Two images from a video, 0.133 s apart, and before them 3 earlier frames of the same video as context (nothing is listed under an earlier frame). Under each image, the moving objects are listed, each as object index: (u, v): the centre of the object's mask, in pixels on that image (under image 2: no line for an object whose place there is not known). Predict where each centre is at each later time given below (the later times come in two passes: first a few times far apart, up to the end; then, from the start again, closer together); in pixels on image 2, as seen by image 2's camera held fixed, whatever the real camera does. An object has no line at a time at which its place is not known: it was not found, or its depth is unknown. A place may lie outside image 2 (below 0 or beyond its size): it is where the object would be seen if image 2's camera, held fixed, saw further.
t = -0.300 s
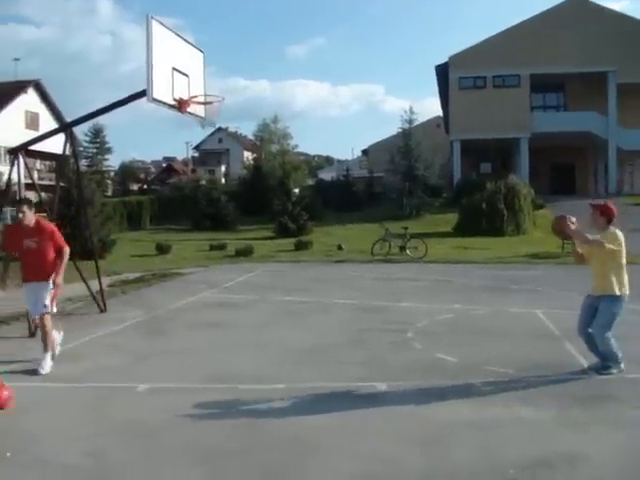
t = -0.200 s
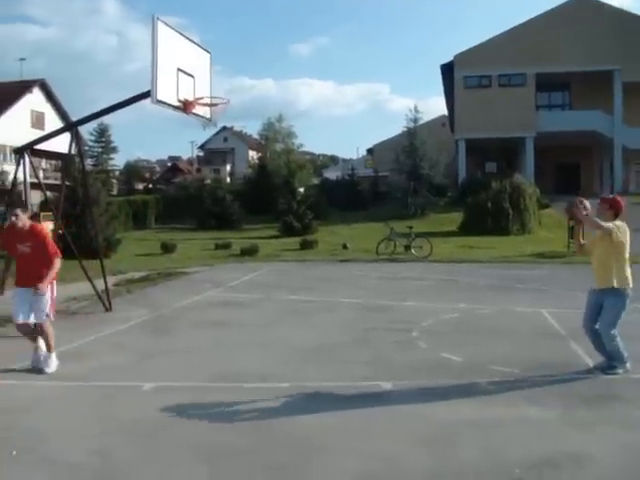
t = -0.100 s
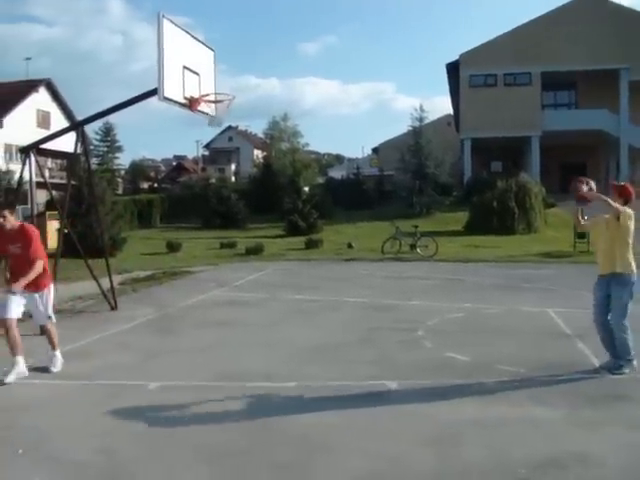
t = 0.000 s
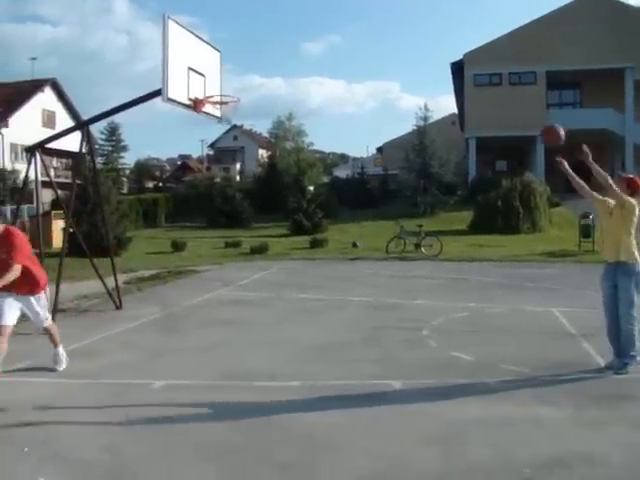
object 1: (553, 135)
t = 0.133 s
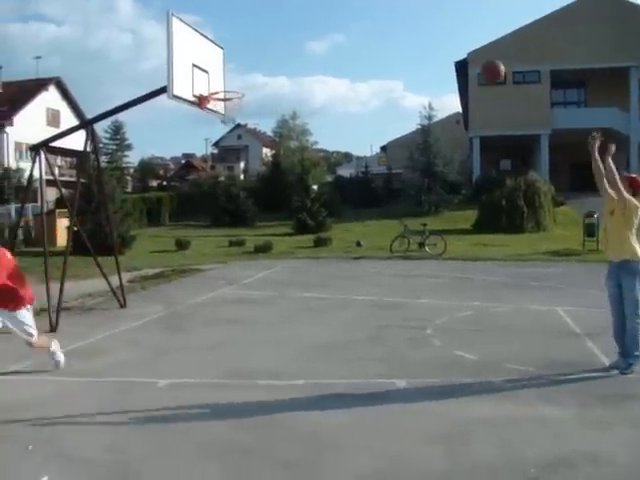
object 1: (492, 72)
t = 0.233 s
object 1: (447, 39)
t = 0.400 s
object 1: (381, 9)
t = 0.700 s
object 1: (282, 18)
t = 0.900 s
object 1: (227, 61)
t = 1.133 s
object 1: (245, 84)
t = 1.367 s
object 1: (290, 68)
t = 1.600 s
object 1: (336, 93)
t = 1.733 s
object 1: (362, 126)
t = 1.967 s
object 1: (408, 215)
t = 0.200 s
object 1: (462, 48)
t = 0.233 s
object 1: (447, 39)
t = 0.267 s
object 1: (433, 30)
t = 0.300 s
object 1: (419, 24)
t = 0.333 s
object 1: (406, 18)
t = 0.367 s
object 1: (394, 13)
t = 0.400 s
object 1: (381, 9)
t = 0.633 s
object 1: (302, 10)
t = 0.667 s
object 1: (292, 14)
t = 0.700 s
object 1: (282, 18)
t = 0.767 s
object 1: (262, 30)
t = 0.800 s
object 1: (253, 37)
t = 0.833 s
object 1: (244, 44)
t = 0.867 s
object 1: (235, 52)
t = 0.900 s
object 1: (227, 61)
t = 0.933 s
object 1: (218, 70)
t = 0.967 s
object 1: (209, 81)
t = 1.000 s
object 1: (213, 87)
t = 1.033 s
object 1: (221, 86)
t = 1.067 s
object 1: (230, 86)
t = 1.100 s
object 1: (239, 87)
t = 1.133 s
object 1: (245, 84)
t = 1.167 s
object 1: (251, 79)
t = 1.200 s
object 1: (257, 75)
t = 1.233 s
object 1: (264, 72)
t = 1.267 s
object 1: (271, 69)
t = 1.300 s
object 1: (277, 68)
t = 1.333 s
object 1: (284, 68)
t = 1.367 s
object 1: (290, 68)
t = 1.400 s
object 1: (297, 68)
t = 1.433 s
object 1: (303, 71)
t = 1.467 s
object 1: (309, 73)
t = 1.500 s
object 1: (316, 77)
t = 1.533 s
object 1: (322, 81)
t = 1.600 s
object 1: (336, 93)
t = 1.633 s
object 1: (342, 100)
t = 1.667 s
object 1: (349, 108)
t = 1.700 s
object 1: (356, 116)
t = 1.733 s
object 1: (362, 126)
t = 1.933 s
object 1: (402, 200)
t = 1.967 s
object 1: (408, 215)
